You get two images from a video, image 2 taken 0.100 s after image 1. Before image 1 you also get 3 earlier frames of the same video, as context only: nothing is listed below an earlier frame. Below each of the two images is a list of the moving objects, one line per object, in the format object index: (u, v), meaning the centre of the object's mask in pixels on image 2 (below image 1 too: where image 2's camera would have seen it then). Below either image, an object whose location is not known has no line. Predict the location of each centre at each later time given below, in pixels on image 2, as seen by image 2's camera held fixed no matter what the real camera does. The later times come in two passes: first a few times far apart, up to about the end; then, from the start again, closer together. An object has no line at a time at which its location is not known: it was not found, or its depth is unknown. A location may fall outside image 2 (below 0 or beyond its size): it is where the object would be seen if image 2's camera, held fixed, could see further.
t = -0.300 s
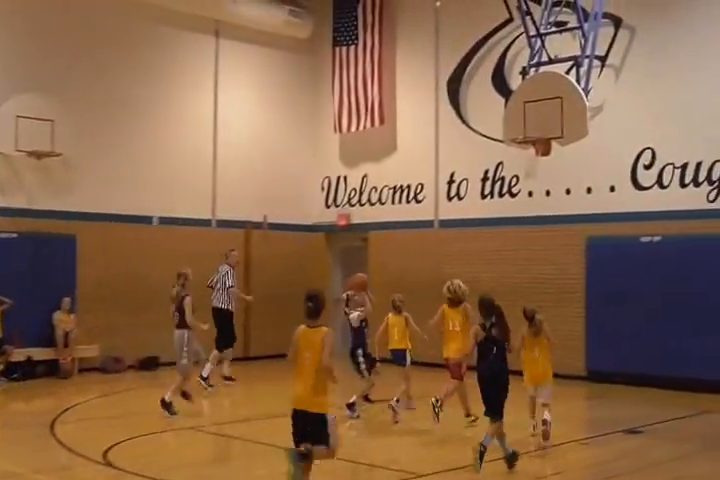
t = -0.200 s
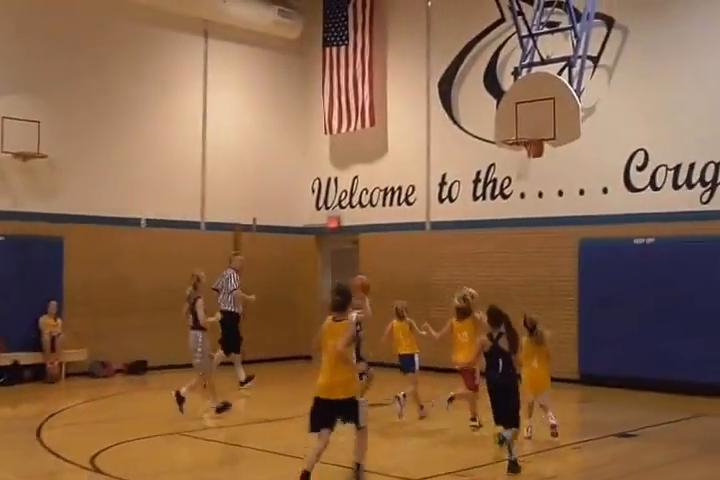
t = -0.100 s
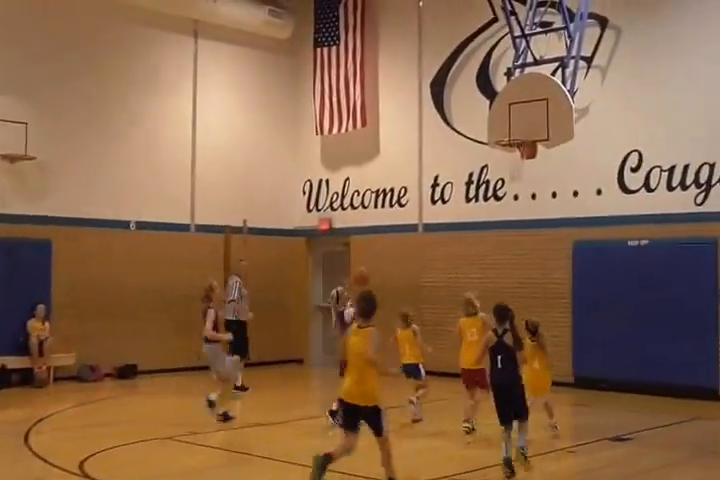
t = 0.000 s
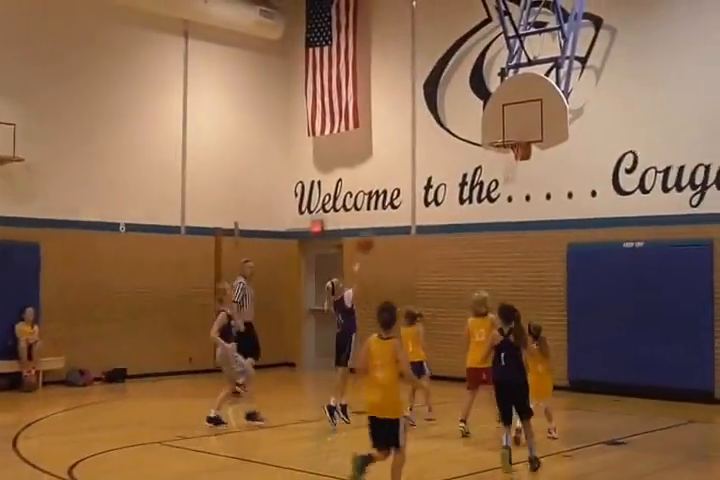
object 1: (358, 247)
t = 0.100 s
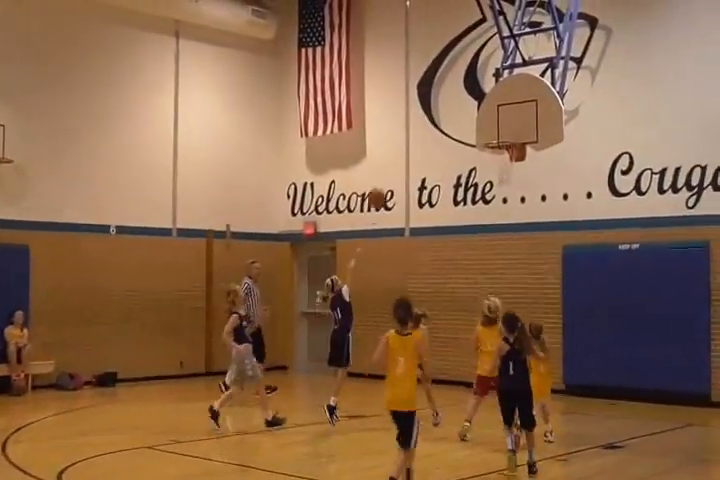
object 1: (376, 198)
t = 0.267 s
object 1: (407, 144)
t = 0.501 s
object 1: (448, 113)
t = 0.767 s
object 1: (491, 136)
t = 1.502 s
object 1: (497, 198)
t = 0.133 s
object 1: (383, 184)
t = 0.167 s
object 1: (389, 173)
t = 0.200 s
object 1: (395, 162)
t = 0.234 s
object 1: (401, 152)
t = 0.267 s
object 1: (407, 144)
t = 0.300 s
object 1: (413, 136)
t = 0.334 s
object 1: (419, 130)
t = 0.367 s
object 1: (426, 124)
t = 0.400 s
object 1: (430, 120)
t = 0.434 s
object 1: (437, 117)
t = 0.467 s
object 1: (442, 115)
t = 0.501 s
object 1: (448, 113)
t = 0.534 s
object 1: (453, 113)
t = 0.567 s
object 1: (458, 114)
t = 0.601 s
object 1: (464, 115)
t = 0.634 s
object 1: (470, 118)
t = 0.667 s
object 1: (475, 122)
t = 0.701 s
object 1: (481, 127)
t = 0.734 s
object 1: (486, 132)
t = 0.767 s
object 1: (491, 136)
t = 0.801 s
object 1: (496, 135)
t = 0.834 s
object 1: (501, 137)
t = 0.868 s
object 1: (505, 138)
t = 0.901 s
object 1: (506, 139)
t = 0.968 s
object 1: (509, 142)
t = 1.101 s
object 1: (505, 159)
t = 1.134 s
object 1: (503, 159)
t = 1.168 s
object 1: (501, 161)
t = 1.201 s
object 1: (499, 162)
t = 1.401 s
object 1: (495, 181)
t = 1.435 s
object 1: (495, 186)
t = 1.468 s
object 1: (496, 191)
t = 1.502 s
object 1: (497, 198)
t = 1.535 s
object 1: (498, 205)
